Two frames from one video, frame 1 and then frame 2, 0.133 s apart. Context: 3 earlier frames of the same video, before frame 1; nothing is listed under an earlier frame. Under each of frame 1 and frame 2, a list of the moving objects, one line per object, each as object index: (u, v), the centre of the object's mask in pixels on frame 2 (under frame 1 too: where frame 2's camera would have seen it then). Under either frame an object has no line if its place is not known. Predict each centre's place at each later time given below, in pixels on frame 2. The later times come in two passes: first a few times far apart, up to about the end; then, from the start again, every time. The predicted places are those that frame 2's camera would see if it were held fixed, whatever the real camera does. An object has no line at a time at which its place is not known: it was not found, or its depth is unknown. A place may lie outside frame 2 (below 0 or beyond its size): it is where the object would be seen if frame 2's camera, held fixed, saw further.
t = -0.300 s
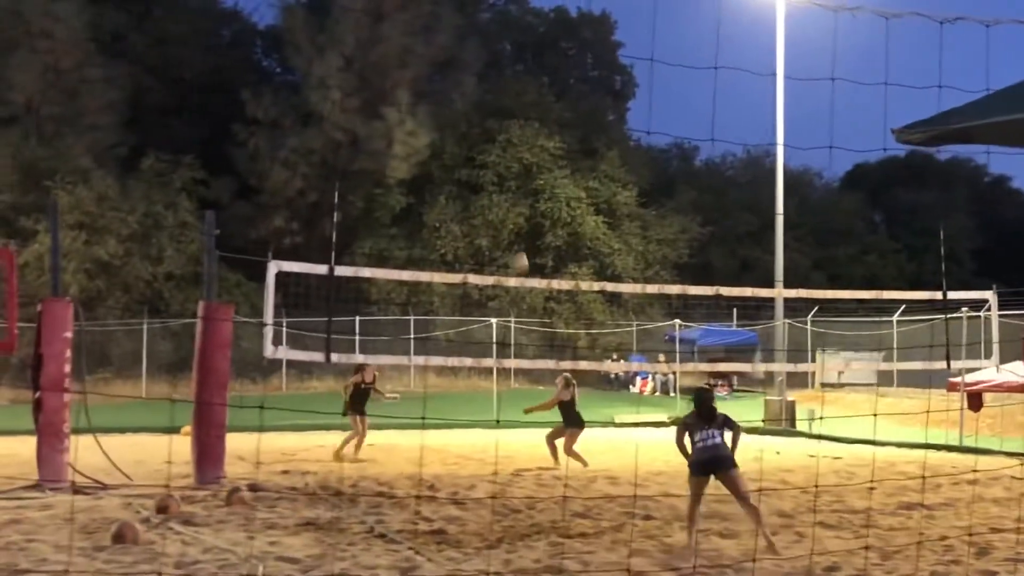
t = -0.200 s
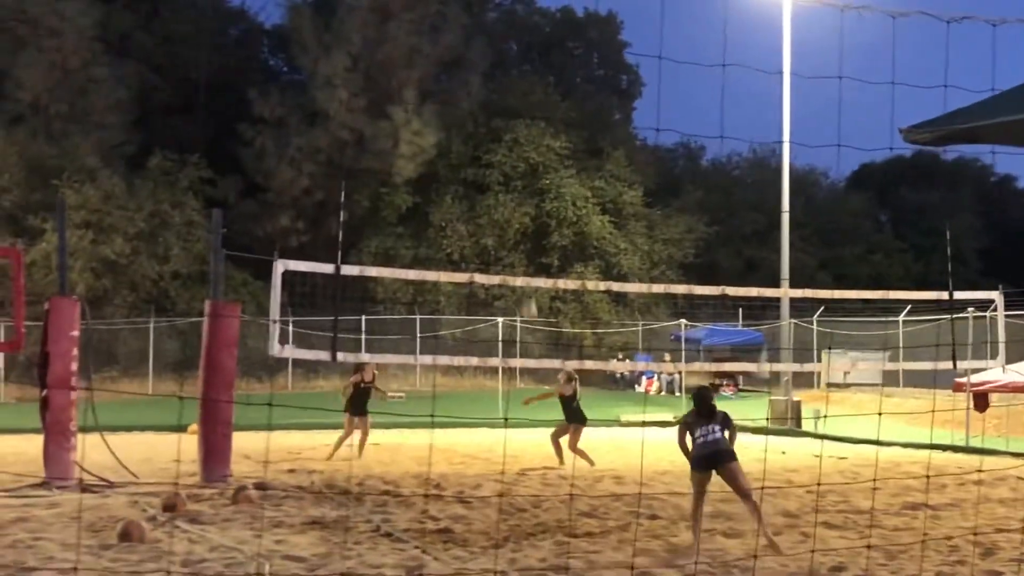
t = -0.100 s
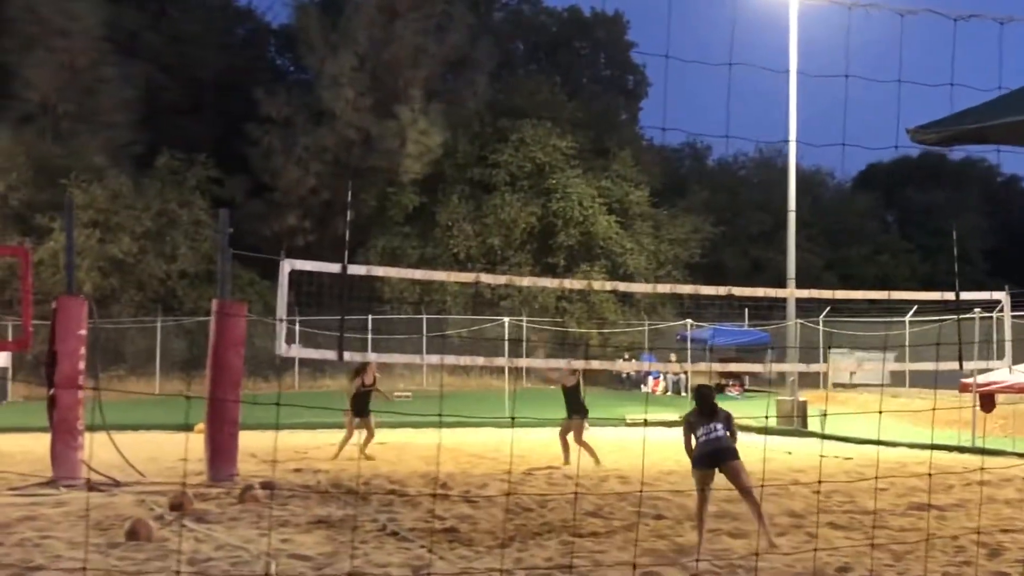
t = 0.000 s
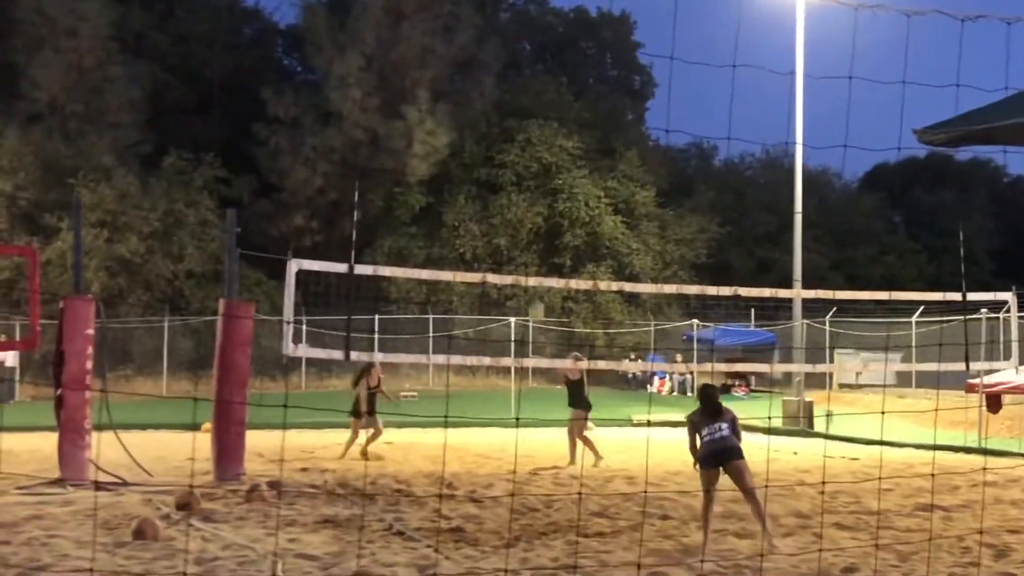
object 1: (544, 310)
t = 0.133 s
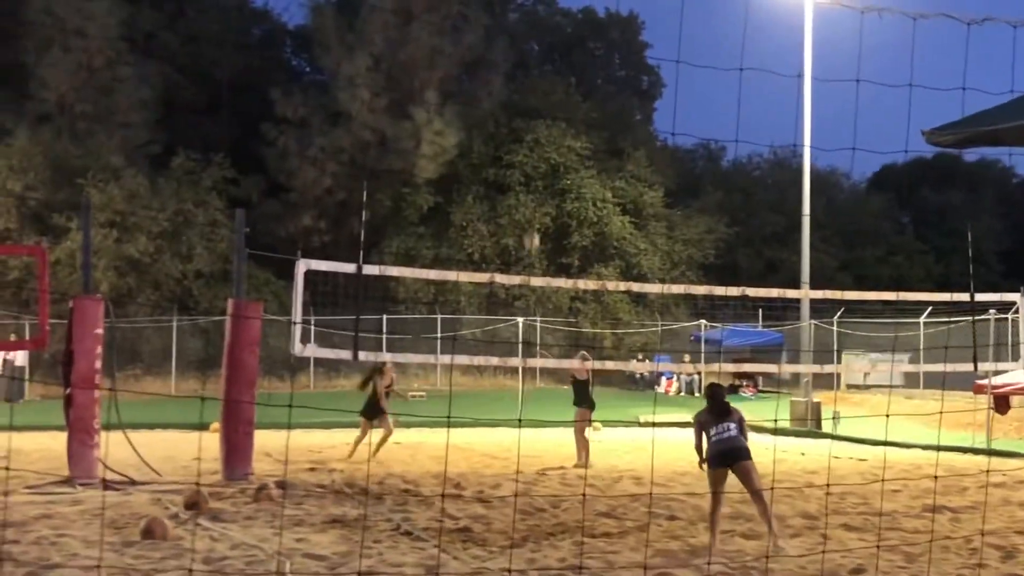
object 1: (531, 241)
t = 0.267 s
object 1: (519, 185)
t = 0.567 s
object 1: (489, 101)
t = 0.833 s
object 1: (461, 82)
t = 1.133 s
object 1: (428, 124)
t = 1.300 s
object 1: (408, 180)
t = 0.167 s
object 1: (528, 228)
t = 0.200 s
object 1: (525, 212)
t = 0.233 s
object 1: (522, 197)
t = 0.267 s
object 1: (519, 185)
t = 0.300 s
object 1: (516, 173)
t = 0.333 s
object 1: (513, 161)
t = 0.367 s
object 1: (509, 150)
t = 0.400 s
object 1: (506, 140)
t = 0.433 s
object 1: (503, 130)
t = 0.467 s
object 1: (499, 123)
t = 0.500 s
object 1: (496, 115)
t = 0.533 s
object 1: (493, 108)
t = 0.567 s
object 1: (489, 101)
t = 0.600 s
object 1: (485, 96)
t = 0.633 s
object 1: (482, 92)
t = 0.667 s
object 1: (479, 88)
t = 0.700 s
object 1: (475, 86)
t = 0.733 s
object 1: (471, 83)
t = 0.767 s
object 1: (468, 82)
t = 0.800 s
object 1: (464, 82)
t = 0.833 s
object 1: (461, 82)
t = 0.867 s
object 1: (457, 83)
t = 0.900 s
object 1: (453, 86)
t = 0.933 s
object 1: (450, 89)
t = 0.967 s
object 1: (446, 93)
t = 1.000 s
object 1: (443, 97)
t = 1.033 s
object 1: (439, 102)
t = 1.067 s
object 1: (435, 110)
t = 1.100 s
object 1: (431, 116)
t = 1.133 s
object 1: (428, 124)
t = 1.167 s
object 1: (424, 134)
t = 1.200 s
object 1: (420, 143)
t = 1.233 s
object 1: (416, 154)
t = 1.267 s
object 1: (413, 166)
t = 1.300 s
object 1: (408, 180)
